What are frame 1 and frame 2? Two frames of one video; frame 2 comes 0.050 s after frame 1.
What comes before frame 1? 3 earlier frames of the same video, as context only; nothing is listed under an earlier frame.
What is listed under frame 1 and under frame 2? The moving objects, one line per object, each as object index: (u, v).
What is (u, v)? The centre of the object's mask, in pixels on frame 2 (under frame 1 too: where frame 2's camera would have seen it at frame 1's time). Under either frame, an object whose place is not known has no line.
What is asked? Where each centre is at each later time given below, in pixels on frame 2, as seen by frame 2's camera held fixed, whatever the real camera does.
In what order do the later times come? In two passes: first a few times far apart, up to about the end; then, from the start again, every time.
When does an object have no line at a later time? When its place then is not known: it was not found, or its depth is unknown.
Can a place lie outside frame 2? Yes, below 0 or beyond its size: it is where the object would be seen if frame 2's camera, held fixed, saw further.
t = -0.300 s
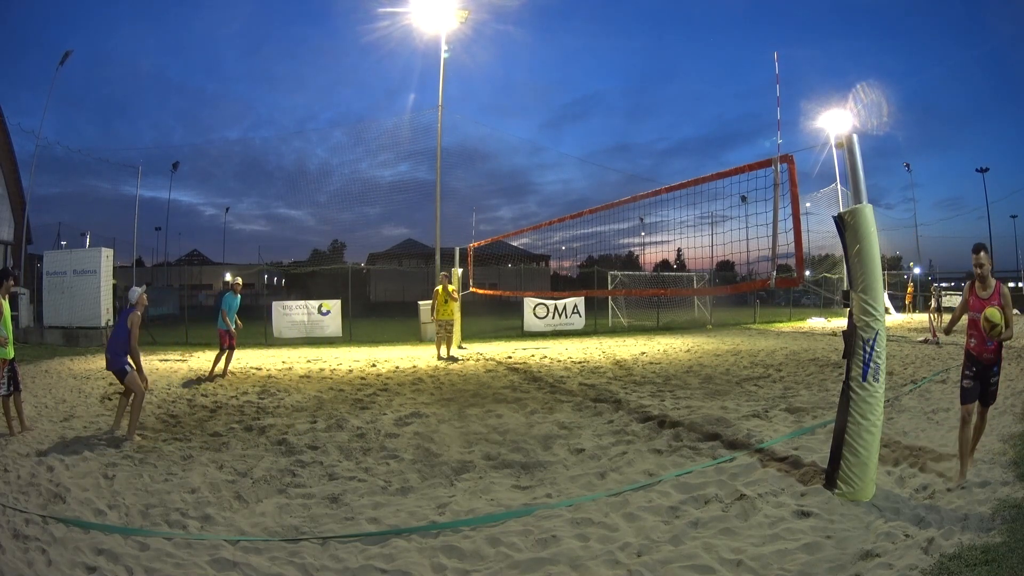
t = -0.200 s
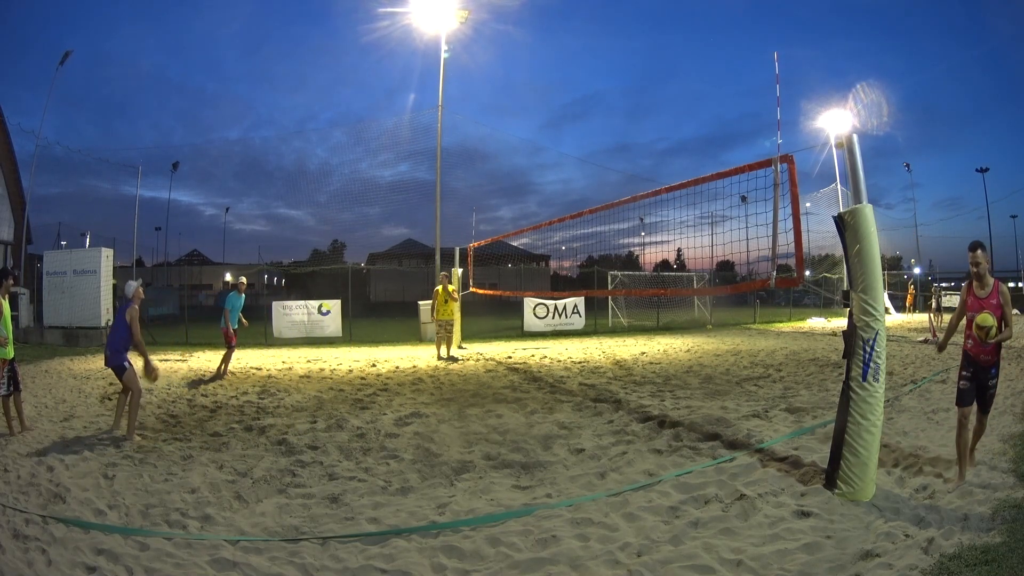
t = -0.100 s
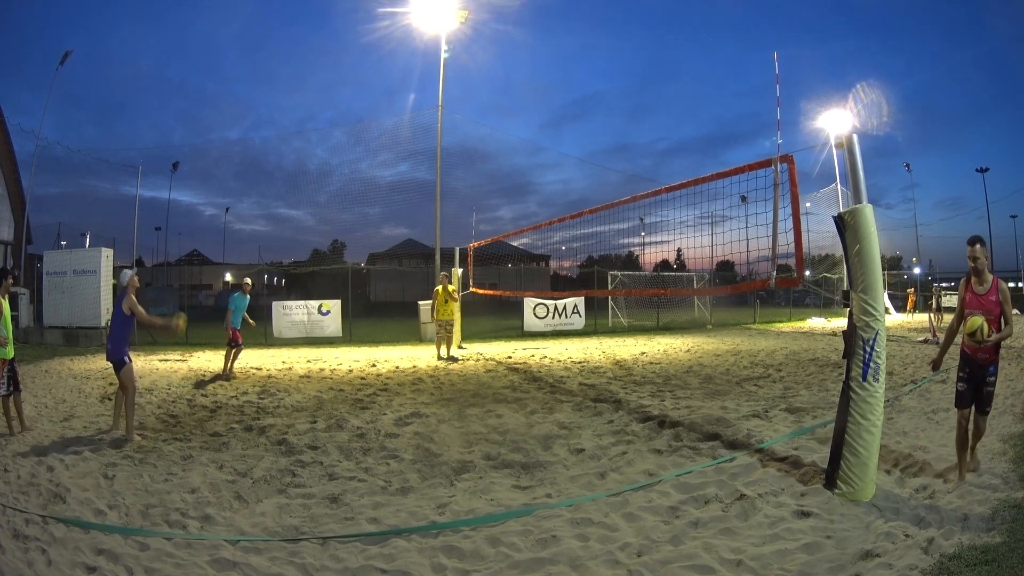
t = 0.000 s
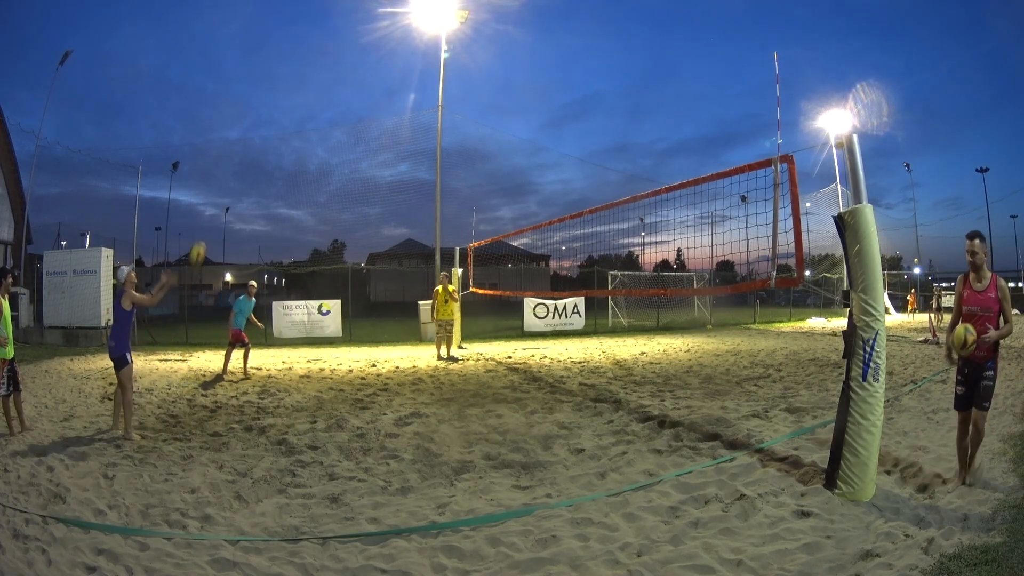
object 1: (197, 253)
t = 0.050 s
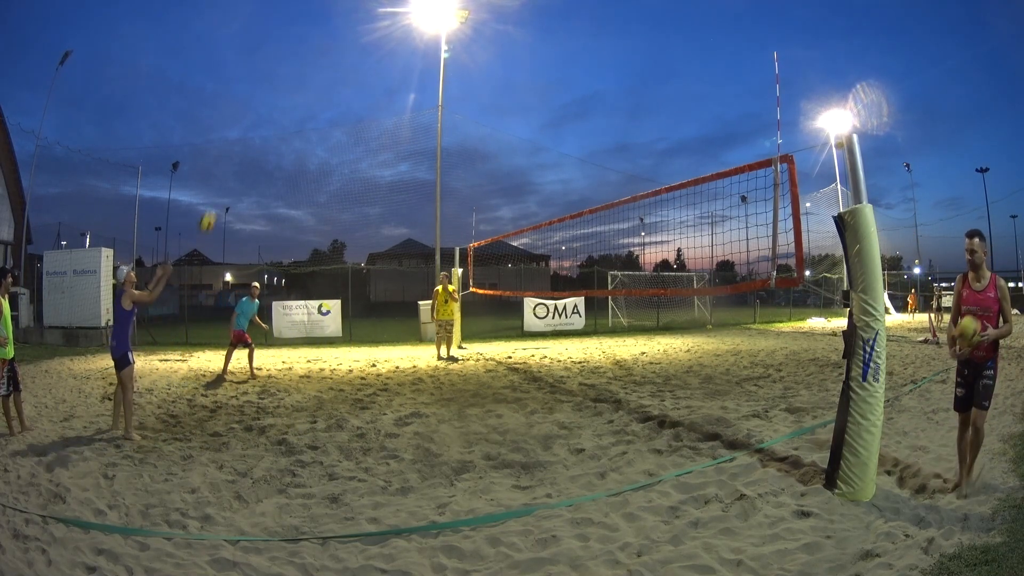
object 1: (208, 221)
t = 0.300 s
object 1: (256, 110)
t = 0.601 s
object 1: (301, 56)
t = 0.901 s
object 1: (331, 60)
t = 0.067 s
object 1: (211, 211)
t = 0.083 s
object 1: (214, 202)
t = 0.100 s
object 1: (218, 193)
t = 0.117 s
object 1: (221, 185)
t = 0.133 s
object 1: (224, 176)
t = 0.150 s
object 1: (228, 168)
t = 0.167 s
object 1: (231, 160)
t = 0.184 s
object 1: (235, 153)
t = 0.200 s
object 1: (238, 147)
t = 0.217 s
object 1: (241, 139)
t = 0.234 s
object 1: (244, 133)
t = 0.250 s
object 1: (247, 127)
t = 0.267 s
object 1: (250, 121)
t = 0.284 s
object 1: (253, 116)
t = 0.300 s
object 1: (256, 110)
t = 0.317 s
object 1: (259, 106)
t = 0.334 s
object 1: (262, 101)
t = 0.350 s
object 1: (265, 96)
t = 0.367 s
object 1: (267, 92)
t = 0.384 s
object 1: (270, 88)
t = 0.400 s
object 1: (273, 84)
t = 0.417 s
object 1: (275, 81)
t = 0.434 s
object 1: (278, 77)
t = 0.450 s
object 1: (280, 74)
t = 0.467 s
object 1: (283, 71)
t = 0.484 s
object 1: (285, 69)
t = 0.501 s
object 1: (287, 66)
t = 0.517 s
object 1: (290, 64)
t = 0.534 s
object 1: (292, 62)
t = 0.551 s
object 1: (294, 60)
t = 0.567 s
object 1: (296, 59)
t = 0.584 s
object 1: (299, 57)
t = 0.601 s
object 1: (301, 56)
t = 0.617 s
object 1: (303, 55)
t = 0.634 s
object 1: (305, 54)
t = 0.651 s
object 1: (307, 53)
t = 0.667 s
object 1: (309, 52)
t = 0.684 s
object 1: (310, 52)
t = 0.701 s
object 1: (312, 51)
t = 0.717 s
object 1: (314, 51)
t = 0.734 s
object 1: (316, 51)
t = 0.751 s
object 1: (317, 51)
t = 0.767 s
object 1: (319, 52)
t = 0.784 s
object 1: (321, 52)
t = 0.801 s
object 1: (322, 53)
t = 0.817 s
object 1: (323, 54)
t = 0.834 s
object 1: (325, 55)
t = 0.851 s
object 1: (327, 56)
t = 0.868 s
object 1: (328, 57)
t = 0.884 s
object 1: (330, 58)
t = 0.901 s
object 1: (331, 60)
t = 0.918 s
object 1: (333, 61)
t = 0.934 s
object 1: (334, 63)
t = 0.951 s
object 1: (335, 65)
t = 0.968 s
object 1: (337, 67)
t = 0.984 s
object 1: (338, 69)
